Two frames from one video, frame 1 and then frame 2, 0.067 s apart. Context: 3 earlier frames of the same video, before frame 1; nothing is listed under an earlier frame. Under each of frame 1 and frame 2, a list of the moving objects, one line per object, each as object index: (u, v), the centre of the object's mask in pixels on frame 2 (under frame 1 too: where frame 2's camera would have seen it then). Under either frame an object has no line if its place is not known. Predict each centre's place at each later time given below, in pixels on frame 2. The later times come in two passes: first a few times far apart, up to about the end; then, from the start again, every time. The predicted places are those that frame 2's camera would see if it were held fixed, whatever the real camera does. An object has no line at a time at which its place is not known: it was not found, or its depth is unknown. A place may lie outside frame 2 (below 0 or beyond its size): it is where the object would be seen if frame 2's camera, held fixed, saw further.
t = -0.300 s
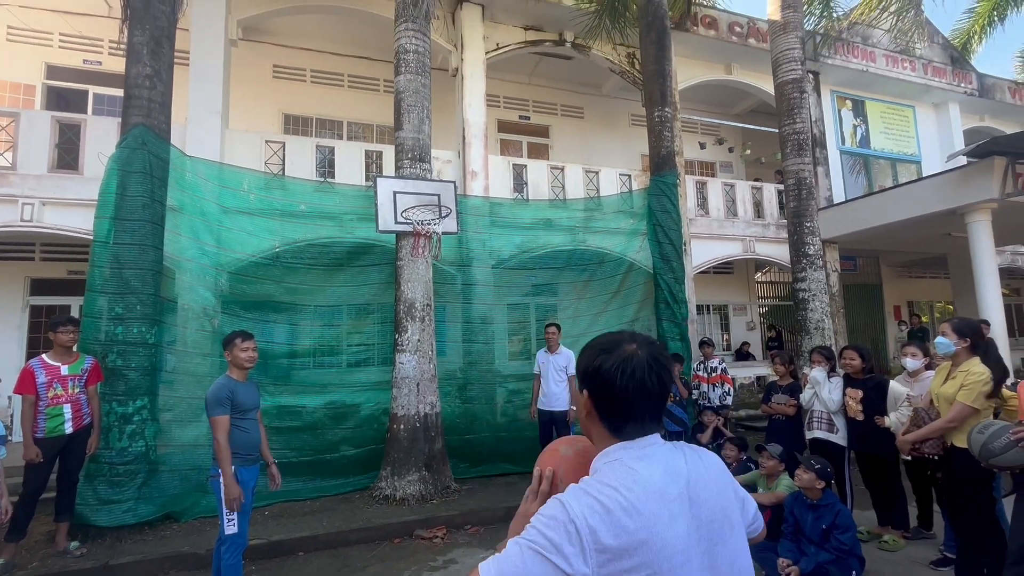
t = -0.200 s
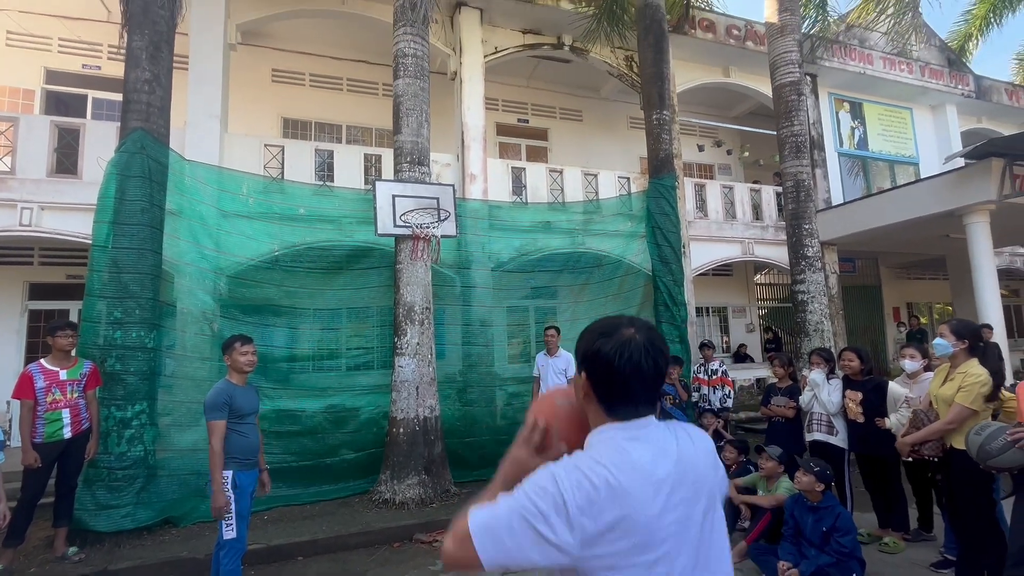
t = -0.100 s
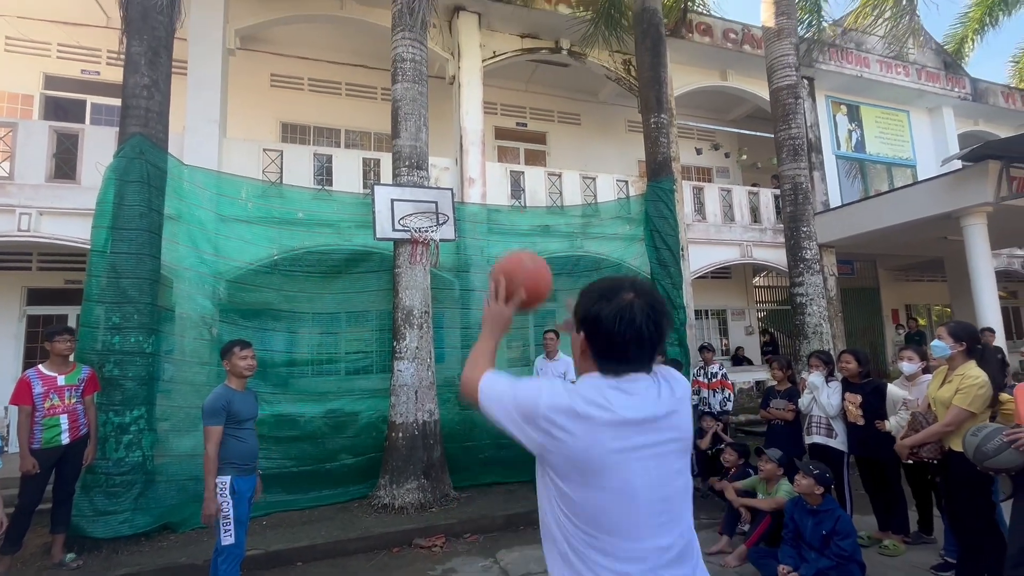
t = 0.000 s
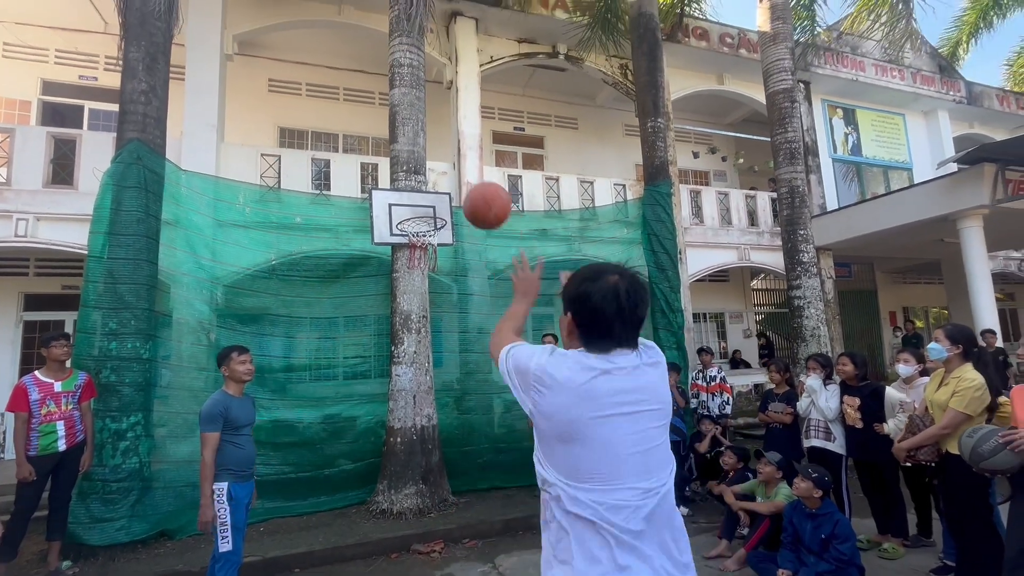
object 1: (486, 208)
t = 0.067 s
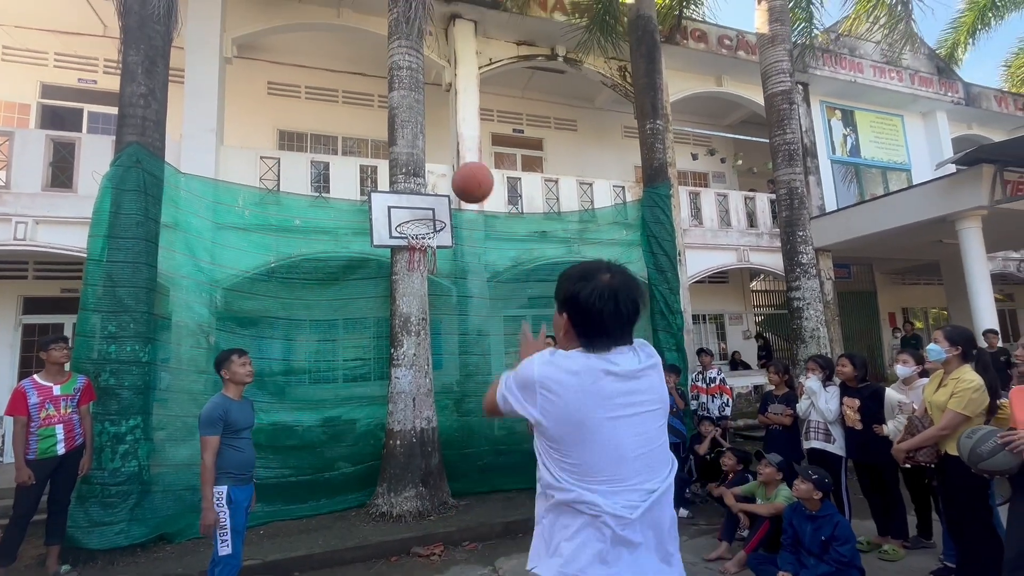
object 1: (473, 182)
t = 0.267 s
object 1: (447, 169)
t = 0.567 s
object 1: (429, 222)
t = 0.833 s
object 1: (394, 217)
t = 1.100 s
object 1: (360, 264)
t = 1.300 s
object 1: (330, 358)
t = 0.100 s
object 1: (467, 175)
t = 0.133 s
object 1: (462, 170)
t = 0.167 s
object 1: (458, 167)
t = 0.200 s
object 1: (454, 166)
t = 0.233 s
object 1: (451, 167)
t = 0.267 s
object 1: (447, 169)
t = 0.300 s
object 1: (445, 172)
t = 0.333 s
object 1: (442, 176)
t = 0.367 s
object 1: (440, 181)
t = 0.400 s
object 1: (438, 187)
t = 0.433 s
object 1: (436, 194)
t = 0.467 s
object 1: (434, 201)
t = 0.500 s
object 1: (432, 209)
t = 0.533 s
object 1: (431, 216)
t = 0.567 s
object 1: (429, 222)
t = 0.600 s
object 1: (424, 220)
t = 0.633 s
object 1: (419, 219)
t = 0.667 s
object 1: (414, 219)
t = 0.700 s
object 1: (410, 219)
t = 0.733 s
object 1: (406, 218)
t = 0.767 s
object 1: (402, 217)
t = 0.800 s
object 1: (398, 216)
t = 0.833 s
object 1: (394, 217)
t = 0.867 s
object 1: (390, 218)
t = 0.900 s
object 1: (386, 221)
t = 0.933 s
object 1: (382, 225)
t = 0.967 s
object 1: (378, 230)
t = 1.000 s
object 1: (374, 237)
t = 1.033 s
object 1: (369, 244)
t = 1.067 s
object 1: (364, 253)
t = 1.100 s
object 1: (360, 264)
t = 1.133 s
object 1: (355, 275)
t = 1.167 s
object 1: (351, 288)
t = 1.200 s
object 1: (346, 303)
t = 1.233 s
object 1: (341, 320)
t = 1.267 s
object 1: (335, 337)
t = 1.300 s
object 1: (330, 358)
